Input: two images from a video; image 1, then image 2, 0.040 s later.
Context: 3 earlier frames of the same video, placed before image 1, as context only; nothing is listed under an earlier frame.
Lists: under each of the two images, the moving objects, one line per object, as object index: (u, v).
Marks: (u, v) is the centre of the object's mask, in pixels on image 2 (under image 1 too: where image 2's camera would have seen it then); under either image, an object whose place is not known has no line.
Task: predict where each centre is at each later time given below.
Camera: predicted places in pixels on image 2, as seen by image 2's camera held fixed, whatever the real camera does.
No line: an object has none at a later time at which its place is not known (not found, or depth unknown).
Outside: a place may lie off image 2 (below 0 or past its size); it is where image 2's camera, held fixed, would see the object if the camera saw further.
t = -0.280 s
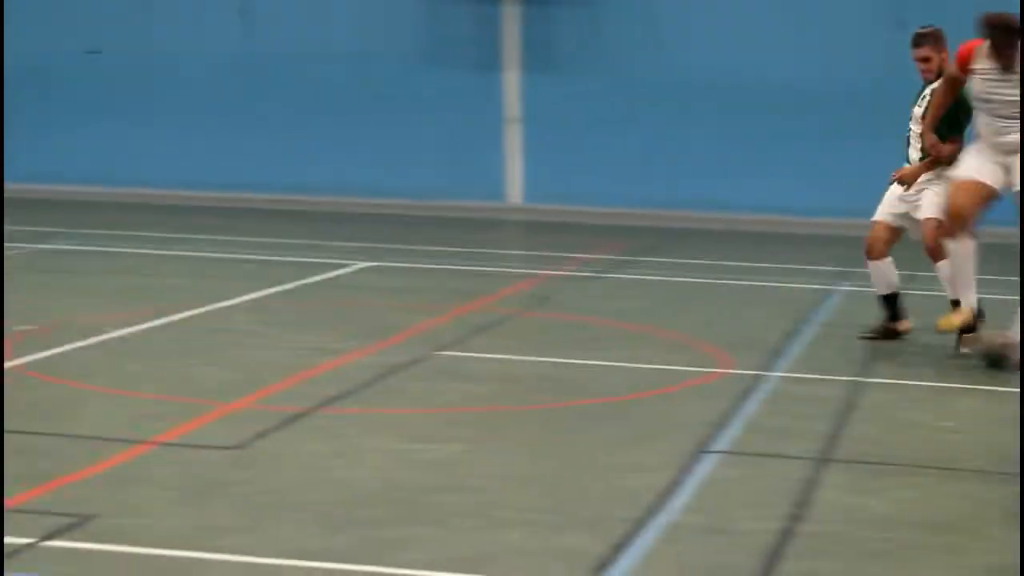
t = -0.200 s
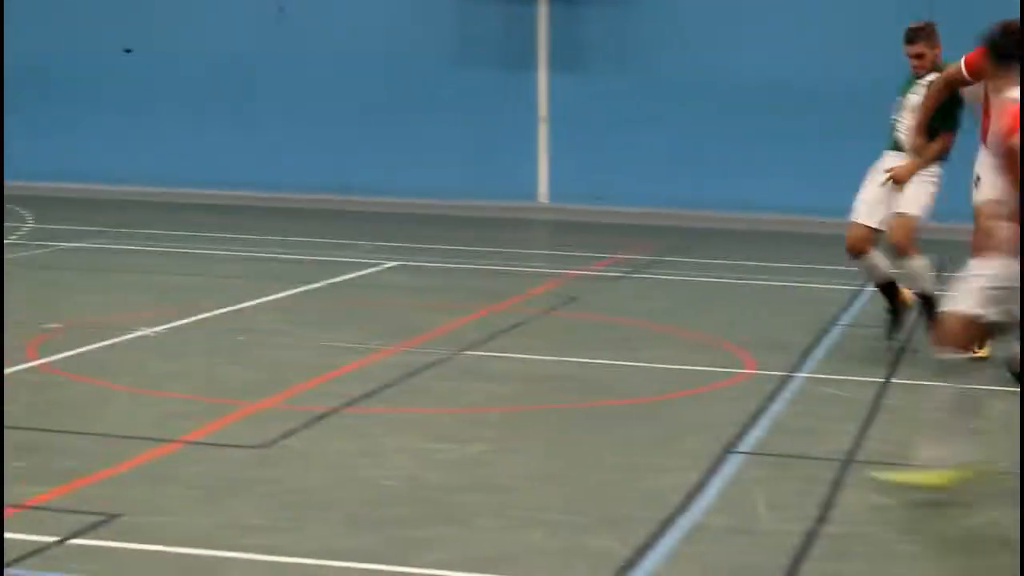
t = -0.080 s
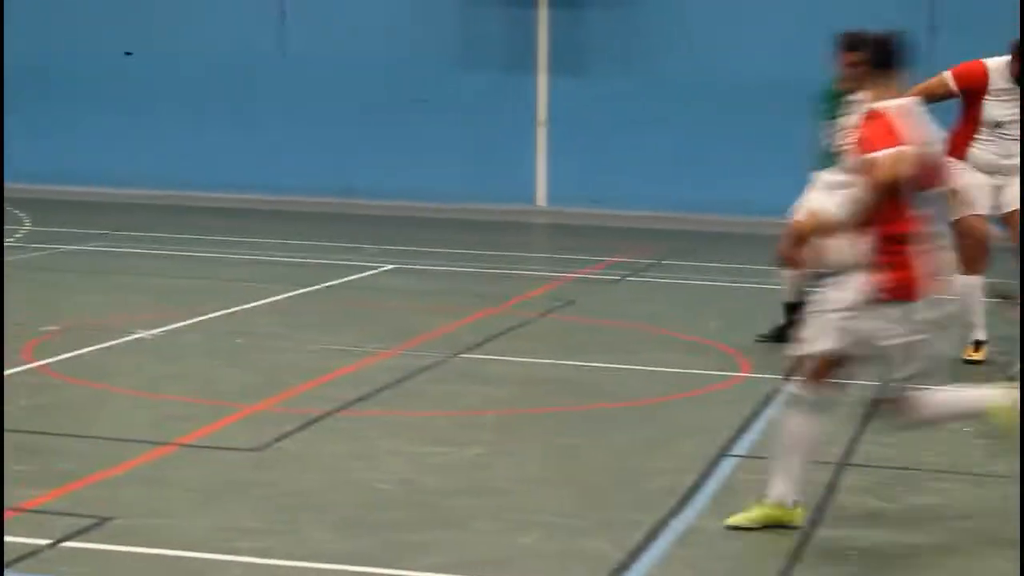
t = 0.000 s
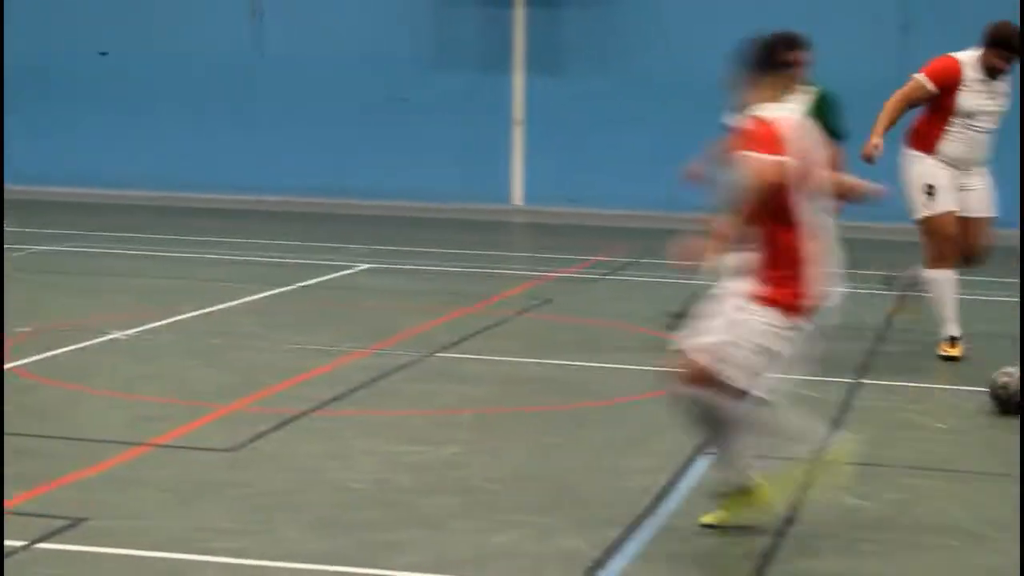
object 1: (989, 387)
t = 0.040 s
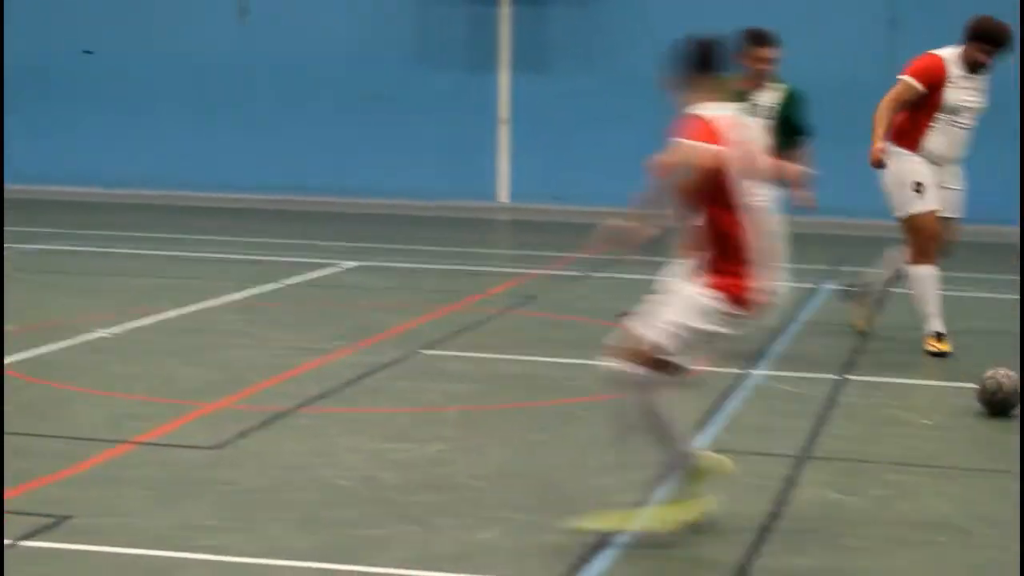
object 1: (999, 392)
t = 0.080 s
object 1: (1005, 398)
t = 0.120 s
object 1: (1012, 404)
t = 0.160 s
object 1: (1021, 411)
